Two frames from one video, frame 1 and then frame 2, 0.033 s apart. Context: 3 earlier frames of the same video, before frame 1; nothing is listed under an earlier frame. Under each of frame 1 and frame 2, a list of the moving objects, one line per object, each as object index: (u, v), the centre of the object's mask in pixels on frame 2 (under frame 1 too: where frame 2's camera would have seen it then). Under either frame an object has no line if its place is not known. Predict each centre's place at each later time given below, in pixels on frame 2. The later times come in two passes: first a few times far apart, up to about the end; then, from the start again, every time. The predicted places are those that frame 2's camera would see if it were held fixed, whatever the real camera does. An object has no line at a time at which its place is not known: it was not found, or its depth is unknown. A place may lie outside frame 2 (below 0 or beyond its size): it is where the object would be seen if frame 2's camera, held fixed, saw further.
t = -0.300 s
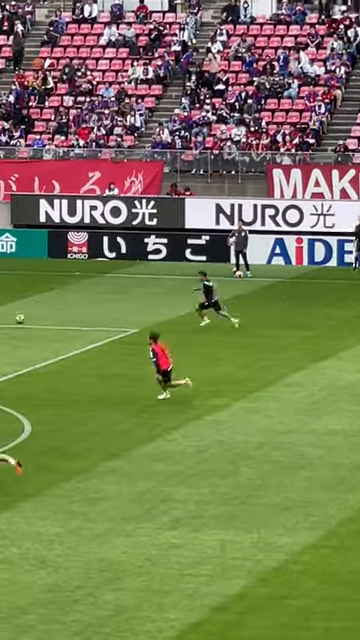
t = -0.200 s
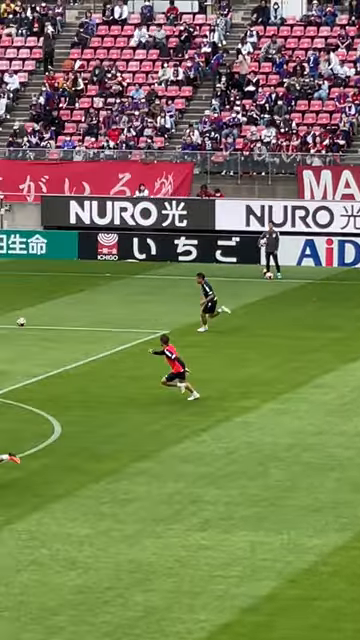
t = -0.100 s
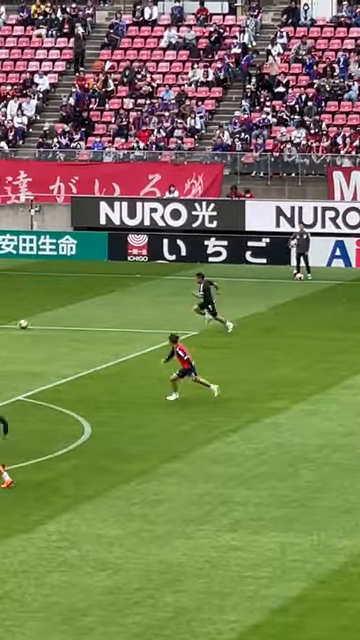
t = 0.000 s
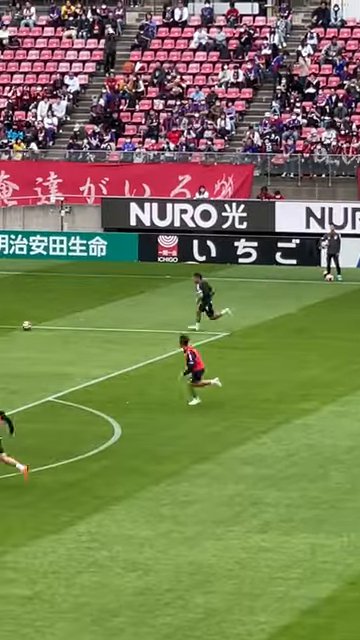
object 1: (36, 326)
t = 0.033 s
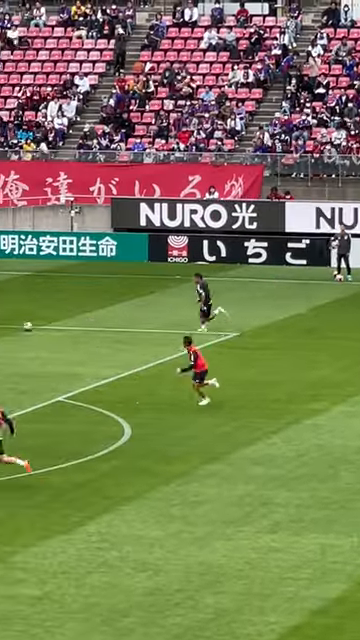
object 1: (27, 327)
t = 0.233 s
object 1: (-22, 329)
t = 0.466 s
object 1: (-74, 330)
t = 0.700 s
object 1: (-123, 331)
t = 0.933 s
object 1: (-173, 334)
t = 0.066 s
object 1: (18, 327)
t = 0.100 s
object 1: (10, 327)
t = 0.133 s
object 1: (2, 327)
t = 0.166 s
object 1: (-6, 327)
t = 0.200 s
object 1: (-14, 328)
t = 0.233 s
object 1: (-22, 329)
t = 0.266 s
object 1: (-30, 328)
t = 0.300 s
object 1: (-37, 328)
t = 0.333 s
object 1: (-44, 329)
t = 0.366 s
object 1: (-51, 329)
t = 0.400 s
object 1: (-59, 329)
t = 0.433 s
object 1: (-66, 329)
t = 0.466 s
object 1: (-74, 330)
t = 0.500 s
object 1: (-81, 330)
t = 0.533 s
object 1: (-88, 330)
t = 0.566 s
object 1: (-95, 330)
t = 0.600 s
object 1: (-102, 331)
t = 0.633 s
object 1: (-110, 332)
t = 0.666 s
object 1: (-116, 332)
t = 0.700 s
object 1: (-123, 331)
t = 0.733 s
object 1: (-131, 332)
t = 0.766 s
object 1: (-138, 332)
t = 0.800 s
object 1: (-145, 332)
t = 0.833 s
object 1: (-152, 333)
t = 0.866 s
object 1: (-159, 333)
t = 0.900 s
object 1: (-166, 333)
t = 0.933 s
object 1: (-173, 334)
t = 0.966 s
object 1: (-179, 334)
